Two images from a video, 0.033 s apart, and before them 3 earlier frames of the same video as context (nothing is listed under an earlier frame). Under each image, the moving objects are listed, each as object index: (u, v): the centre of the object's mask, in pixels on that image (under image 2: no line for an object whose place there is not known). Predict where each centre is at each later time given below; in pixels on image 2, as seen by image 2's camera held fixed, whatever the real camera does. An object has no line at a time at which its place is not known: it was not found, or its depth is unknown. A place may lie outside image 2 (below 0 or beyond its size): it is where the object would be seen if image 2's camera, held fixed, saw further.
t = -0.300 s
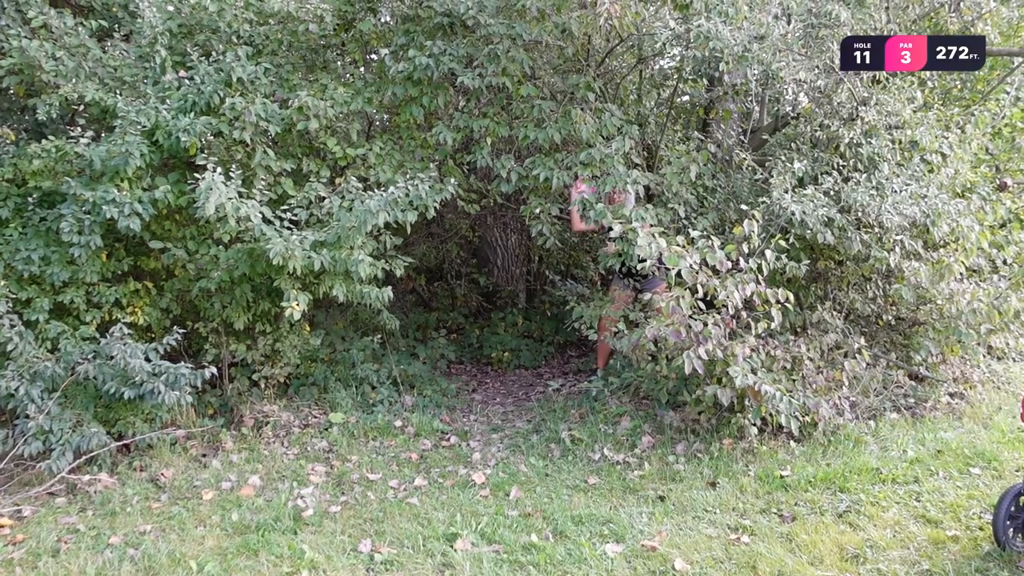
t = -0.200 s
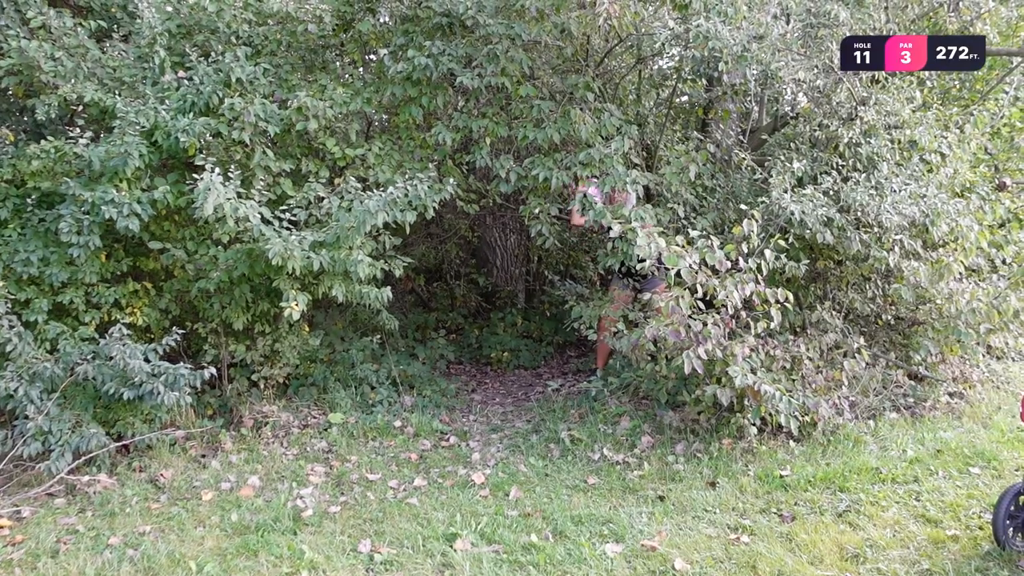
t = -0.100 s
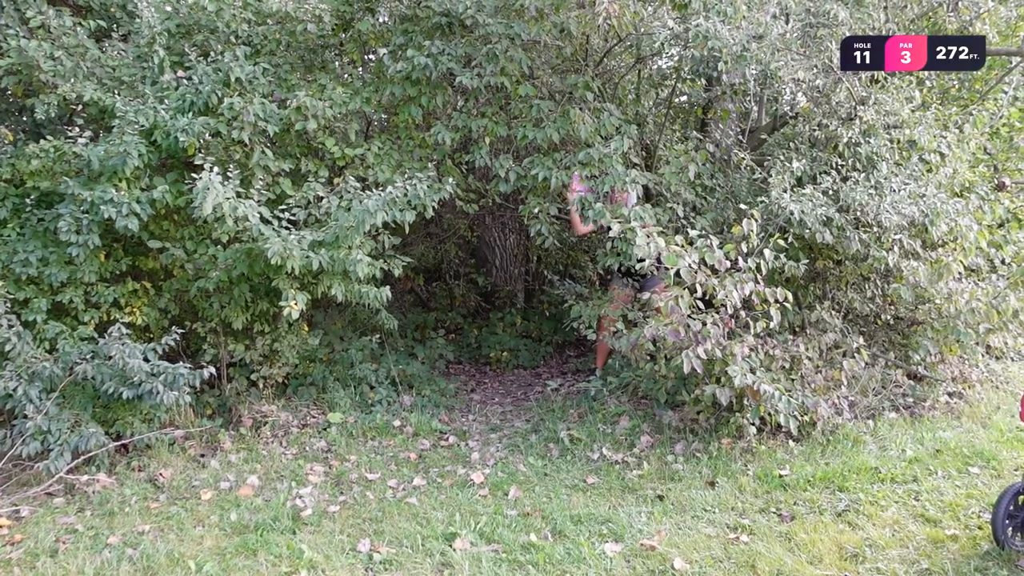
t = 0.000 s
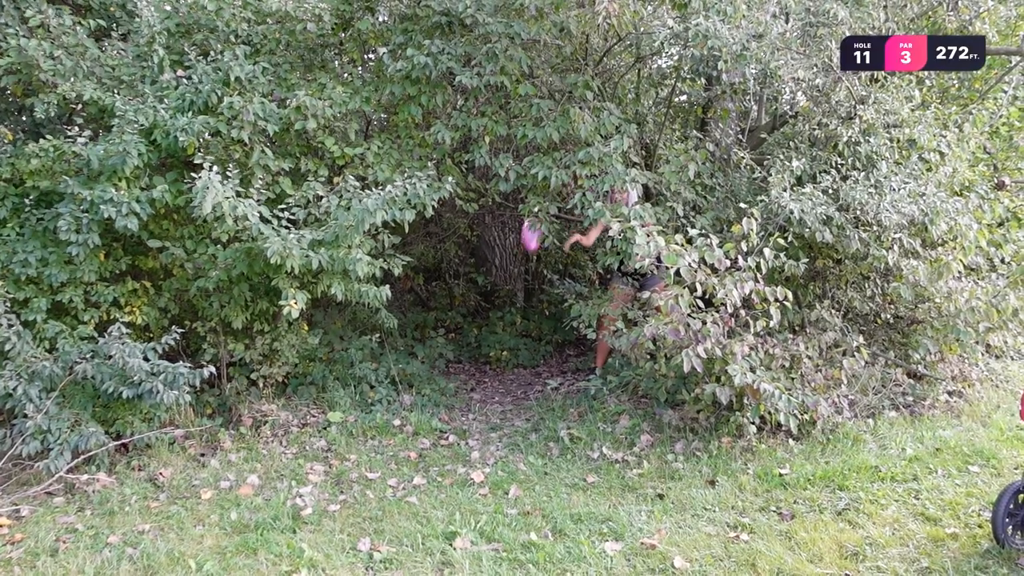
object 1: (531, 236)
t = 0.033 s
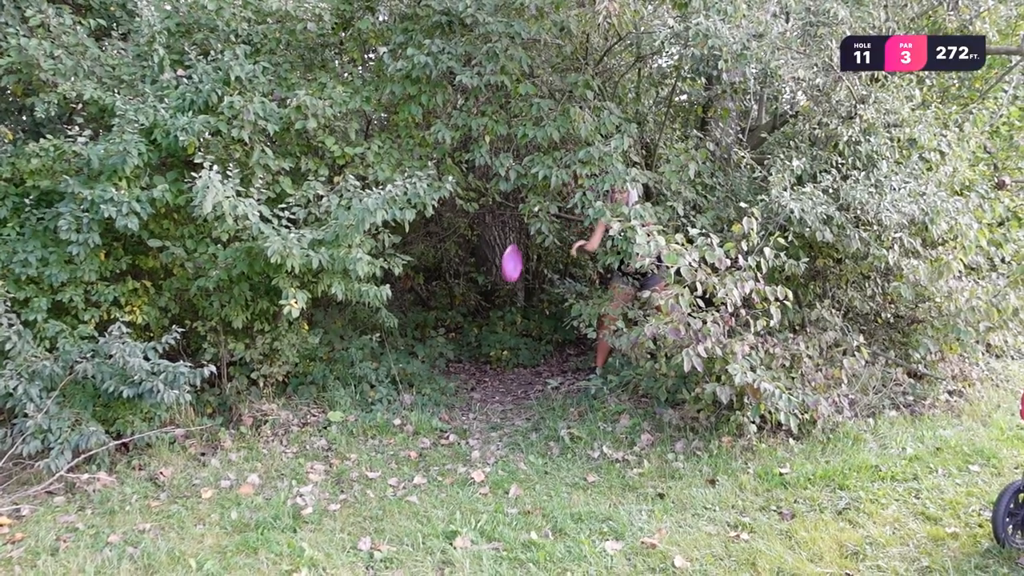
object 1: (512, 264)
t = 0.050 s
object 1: (501, 280)
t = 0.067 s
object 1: (489, 299)
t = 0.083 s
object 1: (477, 317)
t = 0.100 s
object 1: (463, 338)
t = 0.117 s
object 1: (450, 360)
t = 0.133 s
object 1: (436, 384)
